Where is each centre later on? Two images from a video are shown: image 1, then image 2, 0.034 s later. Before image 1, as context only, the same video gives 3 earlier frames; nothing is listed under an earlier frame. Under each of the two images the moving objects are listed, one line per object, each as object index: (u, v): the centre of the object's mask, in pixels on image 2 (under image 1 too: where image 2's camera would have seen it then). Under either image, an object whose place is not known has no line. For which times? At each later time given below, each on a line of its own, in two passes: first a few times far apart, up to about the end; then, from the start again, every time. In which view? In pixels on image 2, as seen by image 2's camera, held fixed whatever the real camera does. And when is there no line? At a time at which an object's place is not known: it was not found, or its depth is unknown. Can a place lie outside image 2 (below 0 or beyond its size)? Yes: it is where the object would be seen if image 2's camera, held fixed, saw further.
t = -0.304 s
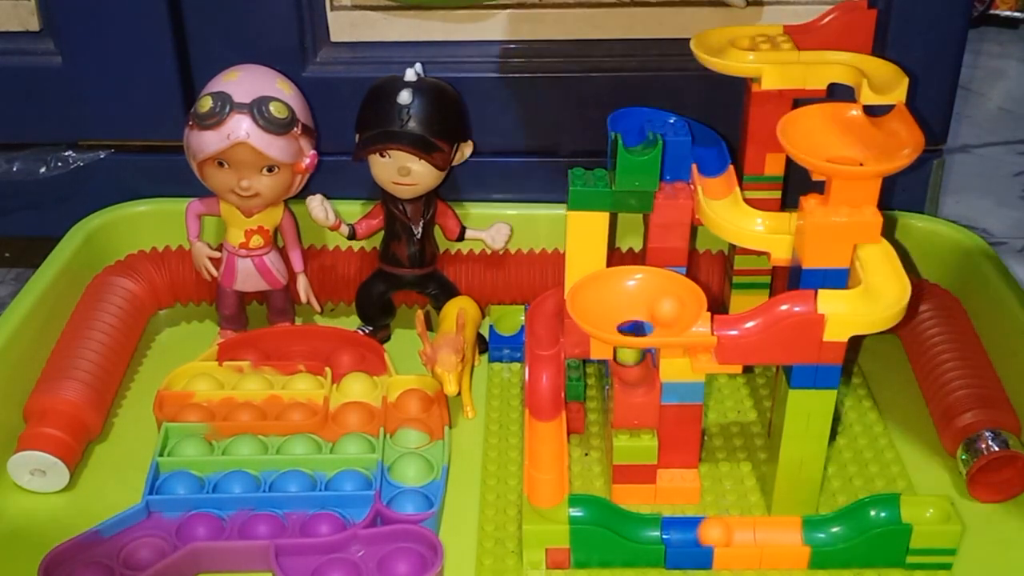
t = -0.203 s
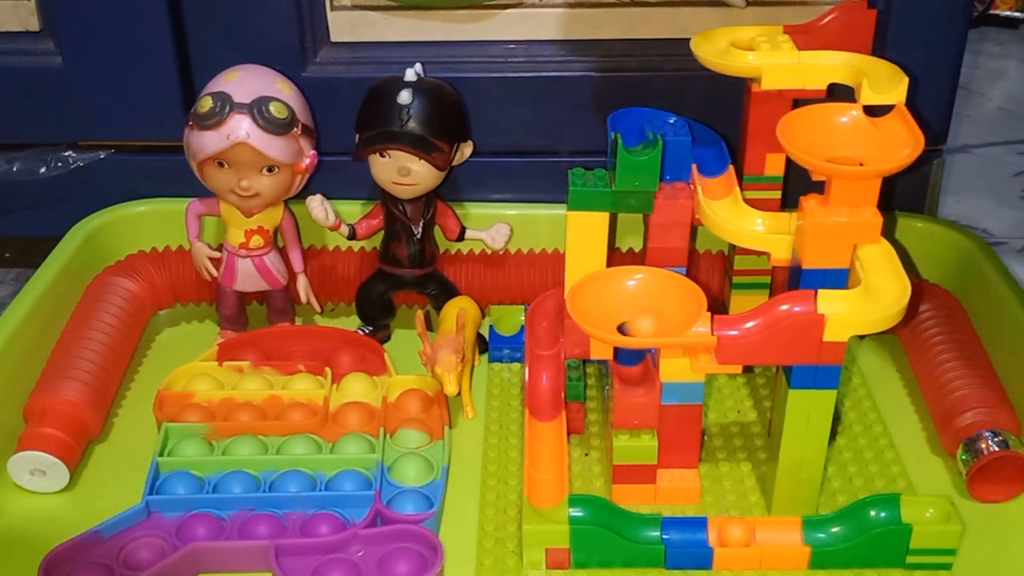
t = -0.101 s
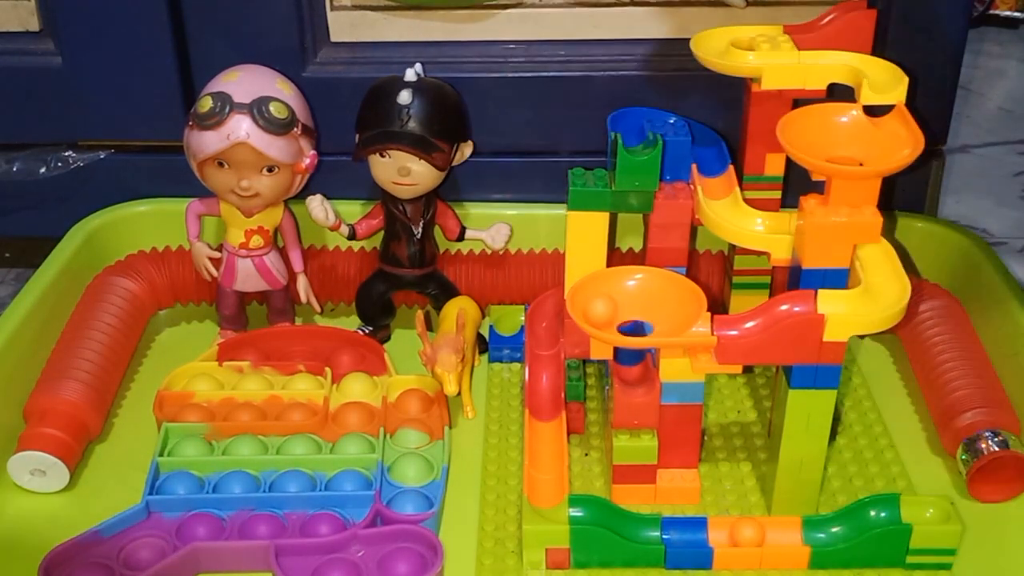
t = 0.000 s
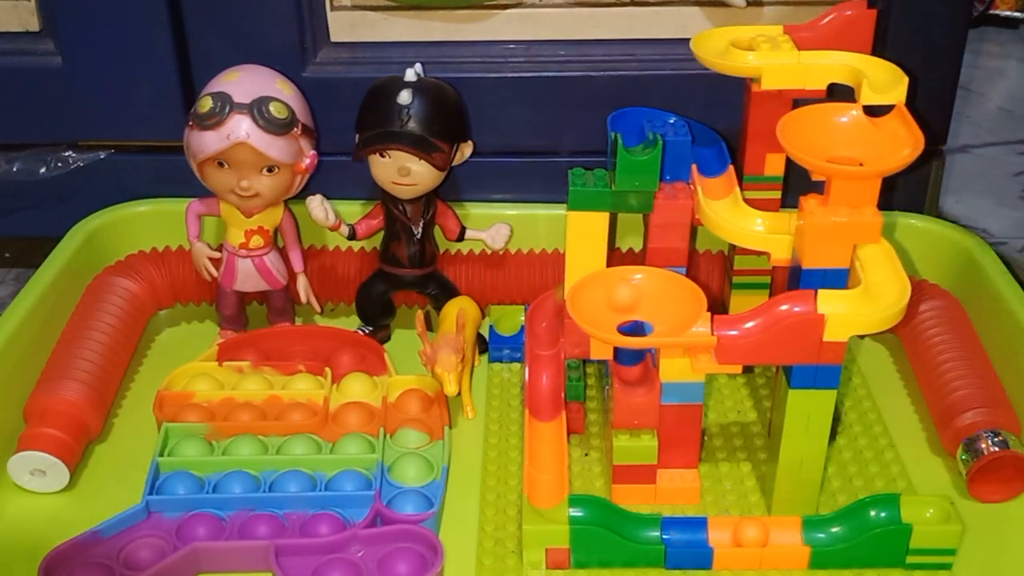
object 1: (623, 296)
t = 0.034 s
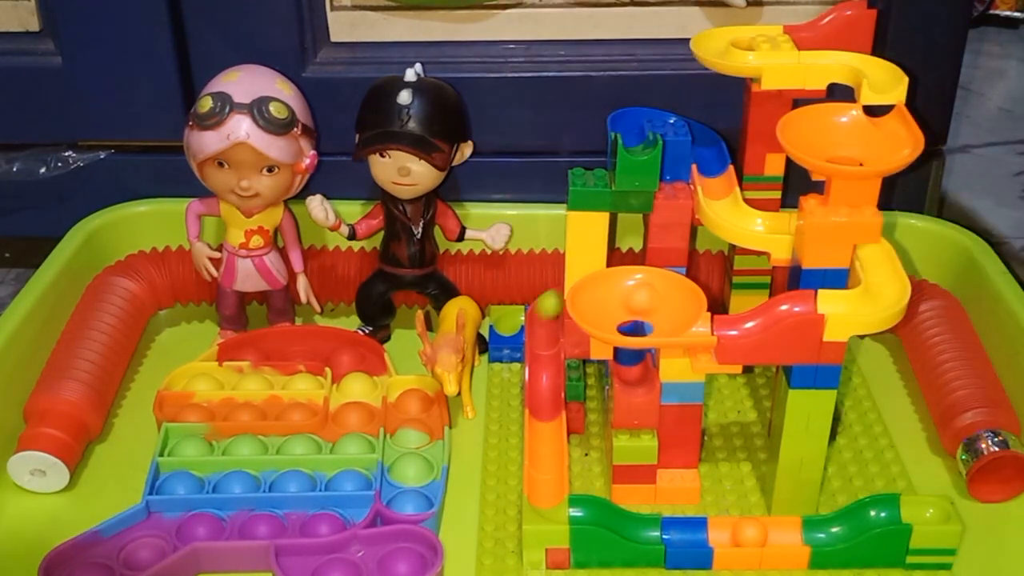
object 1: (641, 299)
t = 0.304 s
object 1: (603, 311)
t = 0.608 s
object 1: (634, 324)
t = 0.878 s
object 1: (650, 306)
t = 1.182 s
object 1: (622, 303)
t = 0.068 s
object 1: (655, 305)
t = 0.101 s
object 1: (662, 313)
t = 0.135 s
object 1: (661, 320)
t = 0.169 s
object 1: (651, 324)
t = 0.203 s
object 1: (636, 326)
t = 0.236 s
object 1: (624, 324)
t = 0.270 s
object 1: (610, 318)
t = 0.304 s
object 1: (603, 311)
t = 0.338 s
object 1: (605, 303)
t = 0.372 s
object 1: (613, 298)
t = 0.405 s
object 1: (626, 297)
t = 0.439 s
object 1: (640, 300)
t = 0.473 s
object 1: (653, 306)
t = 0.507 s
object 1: (657, 314)
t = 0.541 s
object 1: (655, 320)
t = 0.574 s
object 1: (646, 323)
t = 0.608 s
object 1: (634, 324)
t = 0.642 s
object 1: (622, 322)
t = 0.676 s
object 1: (611, 318)
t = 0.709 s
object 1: (606, 312)
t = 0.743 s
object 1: (609, 305)
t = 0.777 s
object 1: (617, 301)
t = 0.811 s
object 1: (628, 299)
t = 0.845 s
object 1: (641, 301)
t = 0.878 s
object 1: (650, 306)
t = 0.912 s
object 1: (653, 314)
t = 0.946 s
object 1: (649, 320)
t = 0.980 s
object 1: (640, 323)
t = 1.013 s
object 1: (630, 324)
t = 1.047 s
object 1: (619, 321)
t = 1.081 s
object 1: (611, 318)
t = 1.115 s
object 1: (610, 312)
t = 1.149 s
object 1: (613, 306)
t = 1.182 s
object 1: (622, 303)
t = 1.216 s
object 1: (633, 302)
